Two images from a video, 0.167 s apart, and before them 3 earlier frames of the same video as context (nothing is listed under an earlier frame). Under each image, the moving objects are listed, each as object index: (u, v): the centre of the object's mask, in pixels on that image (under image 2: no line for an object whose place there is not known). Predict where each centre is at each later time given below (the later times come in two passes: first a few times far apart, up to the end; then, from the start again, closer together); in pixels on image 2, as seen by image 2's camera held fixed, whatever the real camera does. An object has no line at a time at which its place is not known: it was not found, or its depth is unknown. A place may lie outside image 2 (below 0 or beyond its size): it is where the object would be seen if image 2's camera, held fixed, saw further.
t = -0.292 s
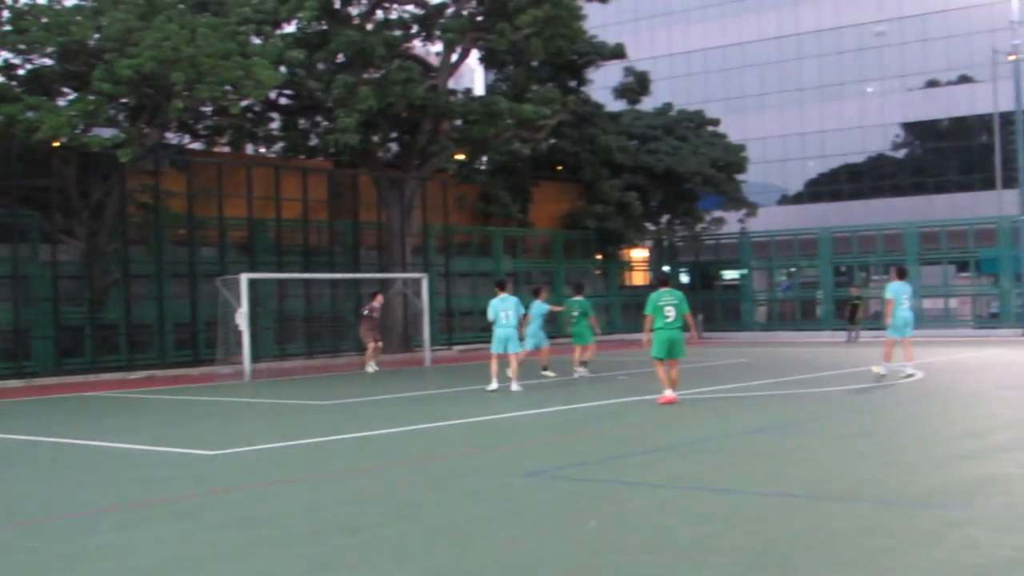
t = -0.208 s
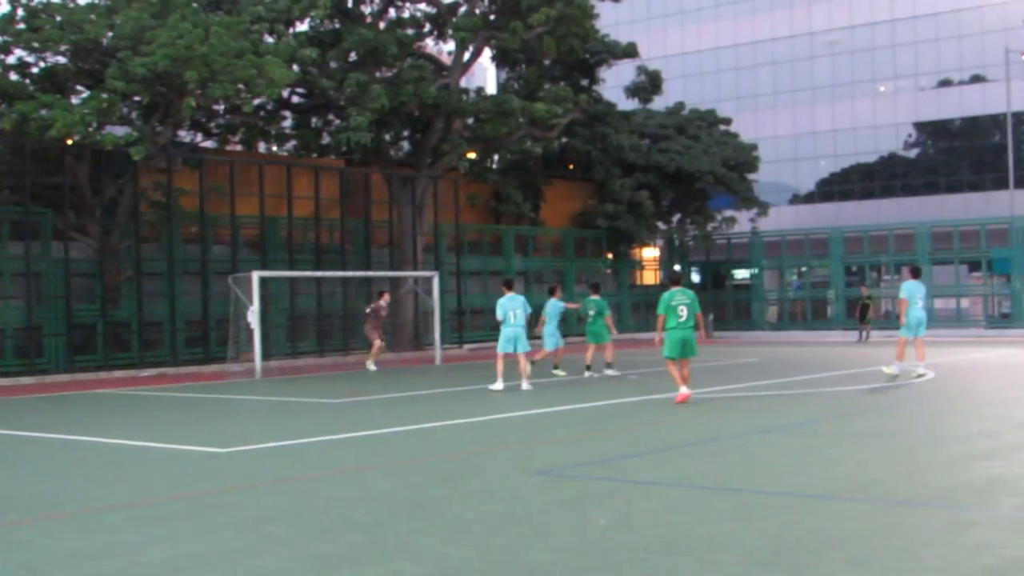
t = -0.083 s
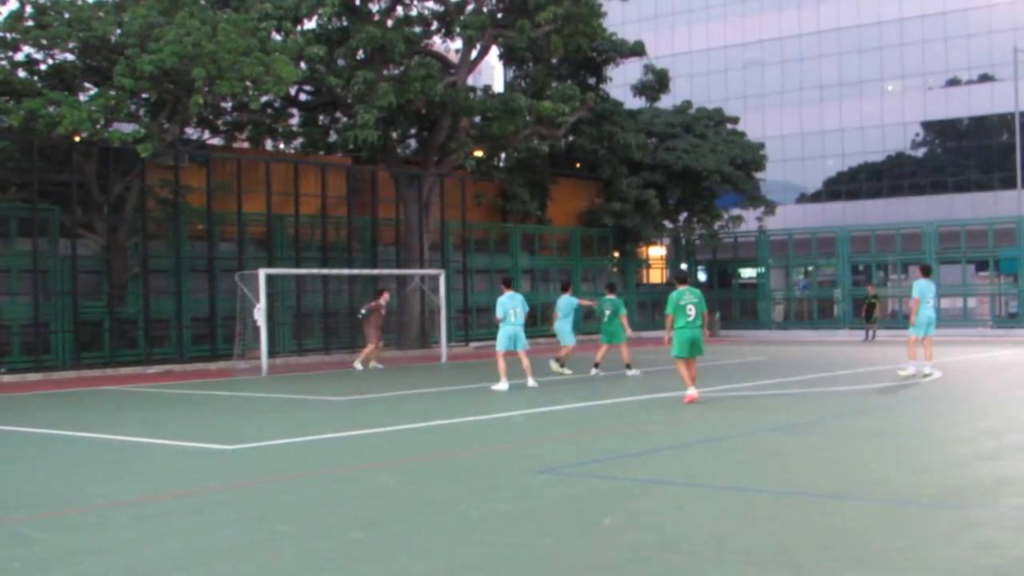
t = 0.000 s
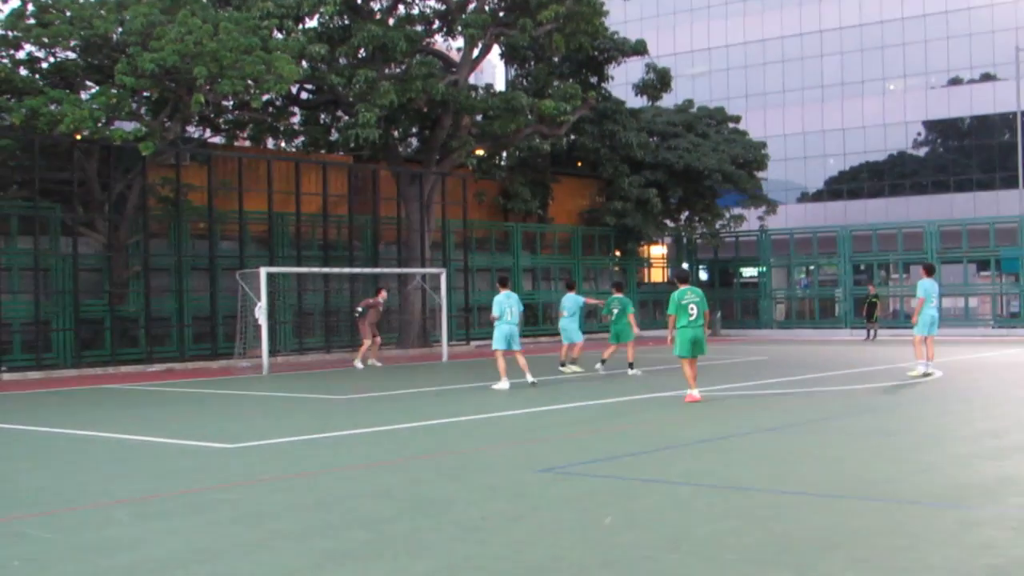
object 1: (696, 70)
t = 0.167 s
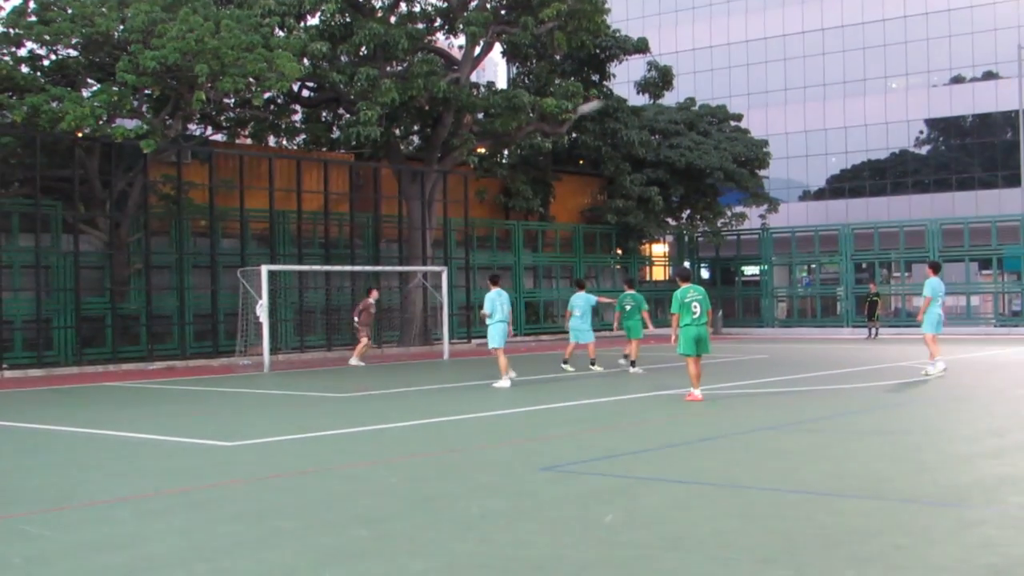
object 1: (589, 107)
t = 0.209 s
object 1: (564, 118)
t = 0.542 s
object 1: (363, 219)
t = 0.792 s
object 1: (223, 314)
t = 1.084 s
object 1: (136, 330)
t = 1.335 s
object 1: (163, 345)
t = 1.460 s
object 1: (178, 364)
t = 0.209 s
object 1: (564, 118)
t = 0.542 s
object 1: (363, 219)
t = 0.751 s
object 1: (244, 299)
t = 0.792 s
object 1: (223, 314)
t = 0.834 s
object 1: (201, 331)
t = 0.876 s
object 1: (179, 350)
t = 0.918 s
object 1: (157, 362)
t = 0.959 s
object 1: (147, 351)
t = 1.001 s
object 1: (136, 338)
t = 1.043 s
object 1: (132, 330)
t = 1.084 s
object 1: (136, 330)
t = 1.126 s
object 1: (140, 331)
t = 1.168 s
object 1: (144, 332)
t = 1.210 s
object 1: (149, 334)
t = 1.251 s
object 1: (154, 337)
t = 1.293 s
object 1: (158, 341)
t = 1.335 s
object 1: (163, 345)
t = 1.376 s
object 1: (168, 351)
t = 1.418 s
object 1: (173, 356)
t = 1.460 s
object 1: (178, 364)
